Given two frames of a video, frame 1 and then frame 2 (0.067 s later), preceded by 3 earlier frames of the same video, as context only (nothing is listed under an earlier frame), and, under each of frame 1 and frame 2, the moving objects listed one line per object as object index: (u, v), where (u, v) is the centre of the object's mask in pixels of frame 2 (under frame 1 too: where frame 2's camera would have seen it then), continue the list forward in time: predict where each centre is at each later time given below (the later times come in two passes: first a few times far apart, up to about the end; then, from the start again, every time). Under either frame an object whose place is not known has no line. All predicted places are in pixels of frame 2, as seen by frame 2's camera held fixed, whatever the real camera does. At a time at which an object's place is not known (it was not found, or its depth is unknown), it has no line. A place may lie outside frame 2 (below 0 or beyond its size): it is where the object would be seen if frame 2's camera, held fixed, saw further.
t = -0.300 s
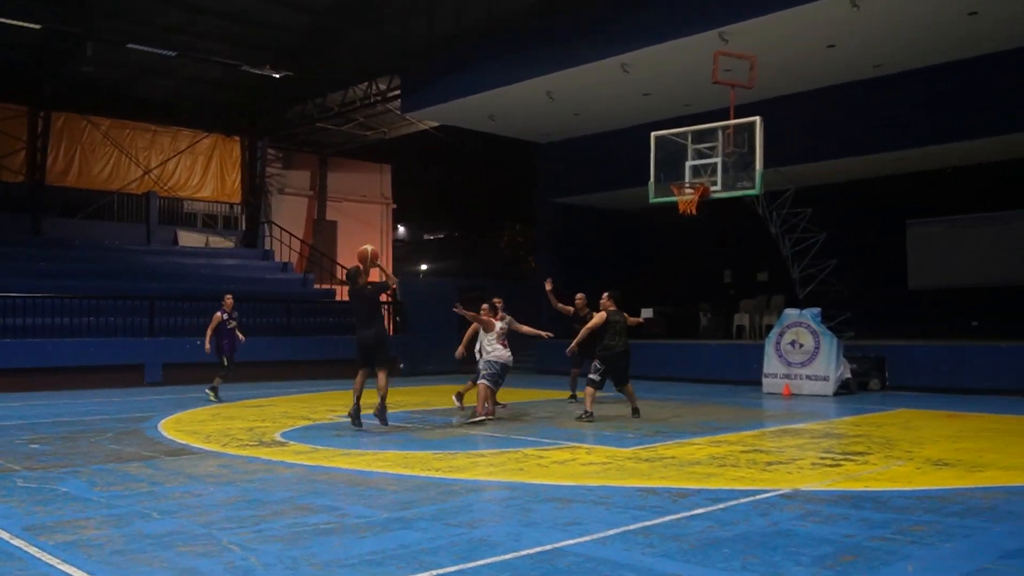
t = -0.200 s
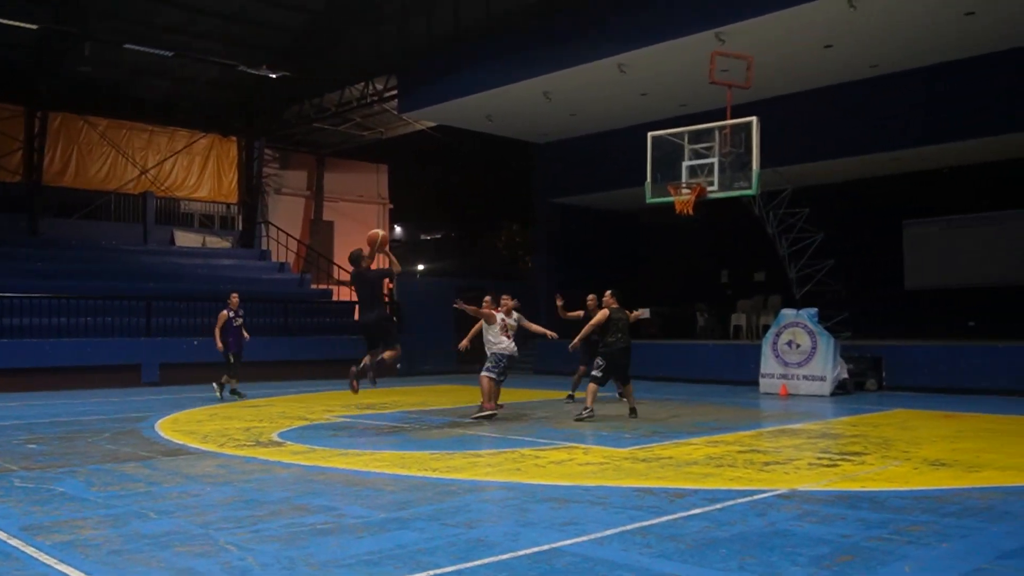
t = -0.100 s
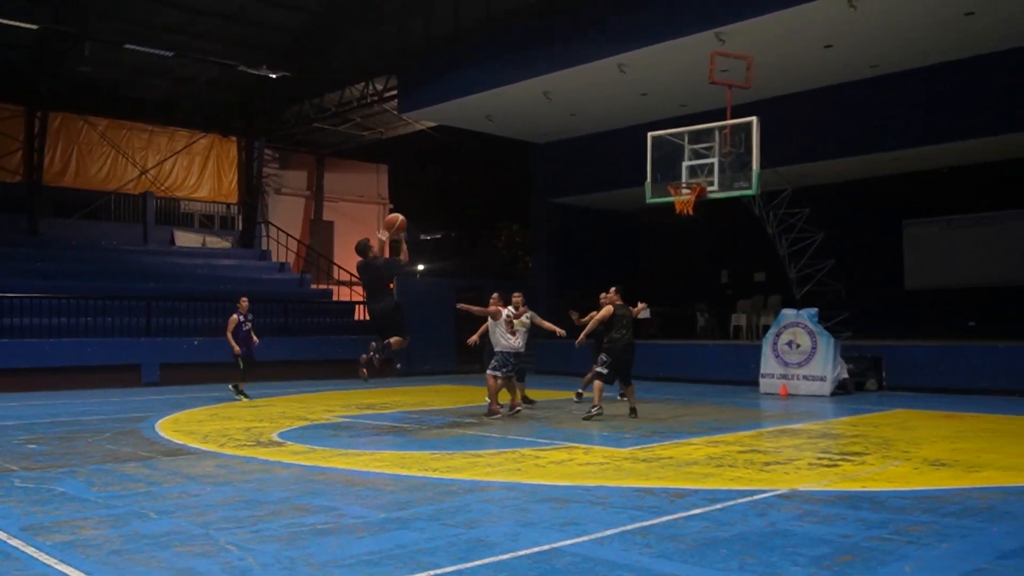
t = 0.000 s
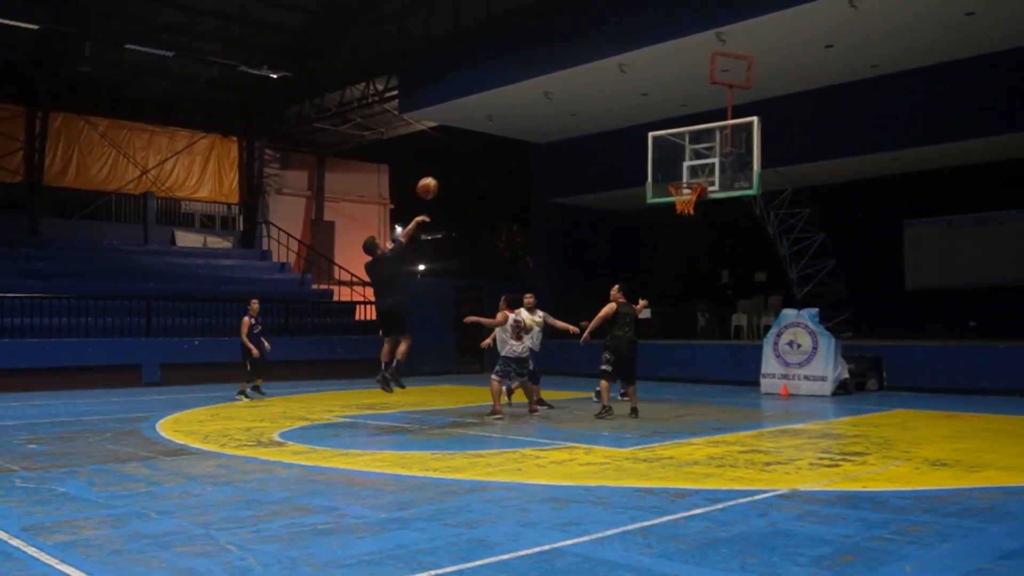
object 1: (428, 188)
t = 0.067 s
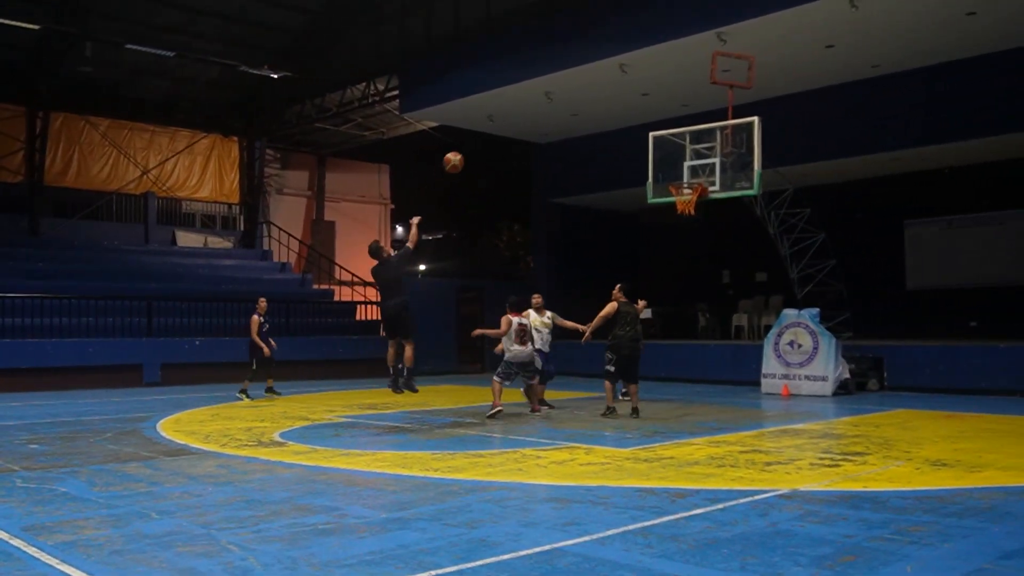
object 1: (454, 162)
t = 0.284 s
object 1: (528, 110)
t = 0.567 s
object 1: (613, 102)
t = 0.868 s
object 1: (692, 152)
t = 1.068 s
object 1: (714, 159)
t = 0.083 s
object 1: (460, 156)
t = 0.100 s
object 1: (465, 151)
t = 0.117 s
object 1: (472, 146)
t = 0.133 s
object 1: (477, 142)
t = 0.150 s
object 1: (483, 137)
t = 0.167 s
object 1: (489, 132)
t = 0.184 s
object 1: (495, 128)
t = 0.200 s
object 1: (501, 123)
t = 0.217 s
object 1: (506, 121)
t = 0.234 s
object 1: (512, 118)
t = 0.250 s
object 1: (517, 115)
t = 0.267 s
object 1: (523, 112)
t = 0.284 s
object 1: (528, 110)
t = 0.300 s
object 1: (534, 107)
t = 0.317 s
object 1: (540, 105)
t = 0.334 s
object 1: (544, 103)
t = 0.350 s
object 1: (550, 102)
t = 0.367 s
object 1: (555, 101)
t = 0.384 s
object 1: (560, 100)
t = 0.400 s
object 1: (565, 99)
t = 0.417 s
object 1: (570, 98)
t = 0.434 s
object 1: (575, 98)
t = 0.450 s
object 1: (580, 98)
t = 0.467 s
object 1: (585, 98)
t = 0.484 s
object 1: (590, 98)
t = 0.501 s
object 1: (594, 98)
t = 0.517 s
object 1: (599, 99)
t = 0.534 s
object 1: (604, 99)
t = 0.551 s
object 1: (609, 100)
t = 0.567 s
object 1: (613, 102)
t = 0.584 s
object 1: (618, 103)
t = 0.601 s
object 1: (623, 104)
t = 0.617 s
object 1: (627, 106)
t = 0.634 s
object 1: (631, 107)
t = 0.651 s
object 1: (636, 109)
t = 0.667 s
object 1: (641, 111)
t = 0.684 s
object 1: (645, 114)
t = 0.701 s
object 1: (650, 118)
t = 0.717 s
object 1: (654, 120)
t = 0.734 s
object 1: (658, 122)
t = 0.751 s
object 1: (663, 126)
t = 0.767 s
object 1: (668, 128)
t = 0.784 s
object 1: (672, 132)
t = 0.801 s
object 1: (676, 136)
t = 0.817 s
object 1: (680, 140)
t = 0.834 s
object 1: (684, 144)
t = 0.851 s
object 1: (688, 148)
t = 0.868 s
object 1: (692, 152)
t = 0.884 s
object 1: (697, 156)
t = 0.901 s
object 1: (701, 161)
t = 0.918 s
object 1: (704, 166)
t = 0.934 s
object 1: (708, 171)
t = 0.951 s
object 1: (709, 174)
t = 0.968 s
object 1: (707, 178)
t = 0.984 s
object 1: (707, 176)
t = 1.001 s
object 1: (708, 172)
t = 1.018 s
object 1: (710, 169)
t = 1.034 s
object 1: (712, 165)
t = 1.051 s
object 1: (713, 161)
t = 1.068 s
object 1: (714, 159)
